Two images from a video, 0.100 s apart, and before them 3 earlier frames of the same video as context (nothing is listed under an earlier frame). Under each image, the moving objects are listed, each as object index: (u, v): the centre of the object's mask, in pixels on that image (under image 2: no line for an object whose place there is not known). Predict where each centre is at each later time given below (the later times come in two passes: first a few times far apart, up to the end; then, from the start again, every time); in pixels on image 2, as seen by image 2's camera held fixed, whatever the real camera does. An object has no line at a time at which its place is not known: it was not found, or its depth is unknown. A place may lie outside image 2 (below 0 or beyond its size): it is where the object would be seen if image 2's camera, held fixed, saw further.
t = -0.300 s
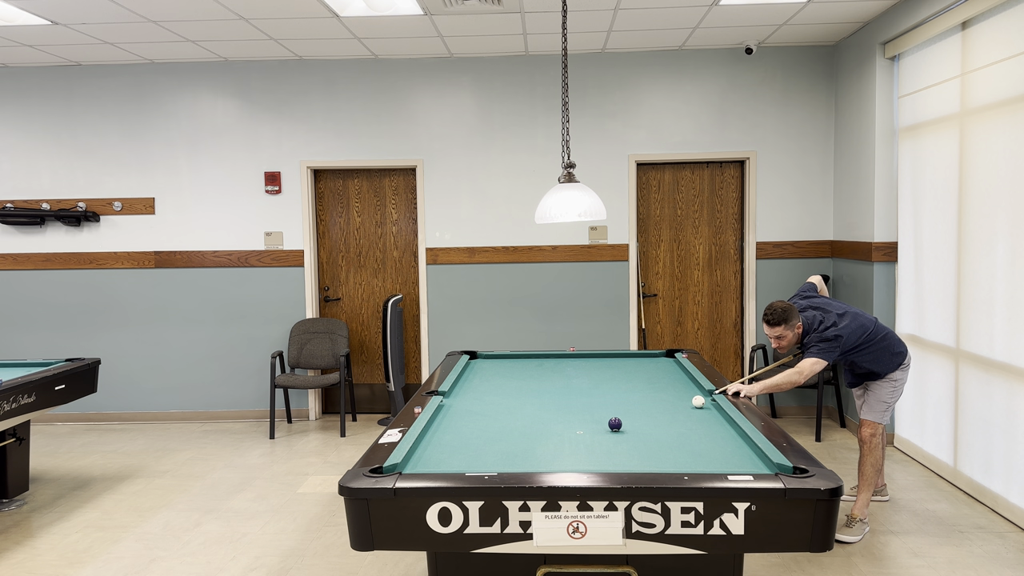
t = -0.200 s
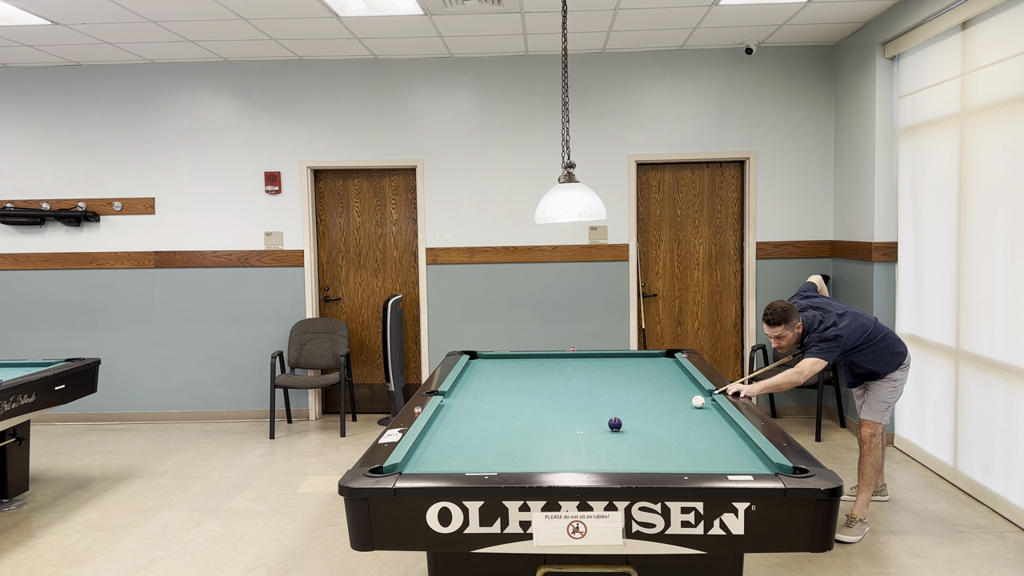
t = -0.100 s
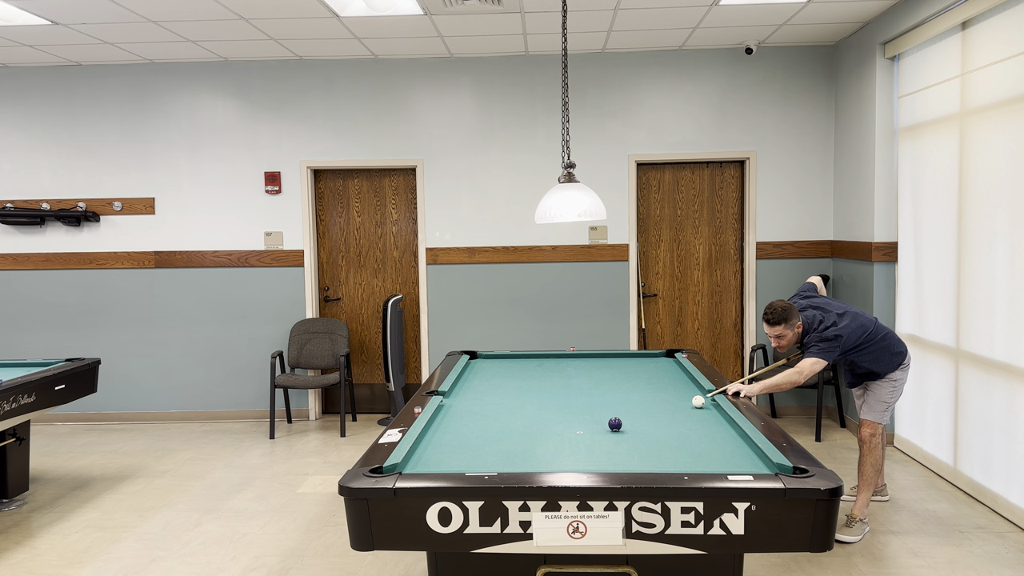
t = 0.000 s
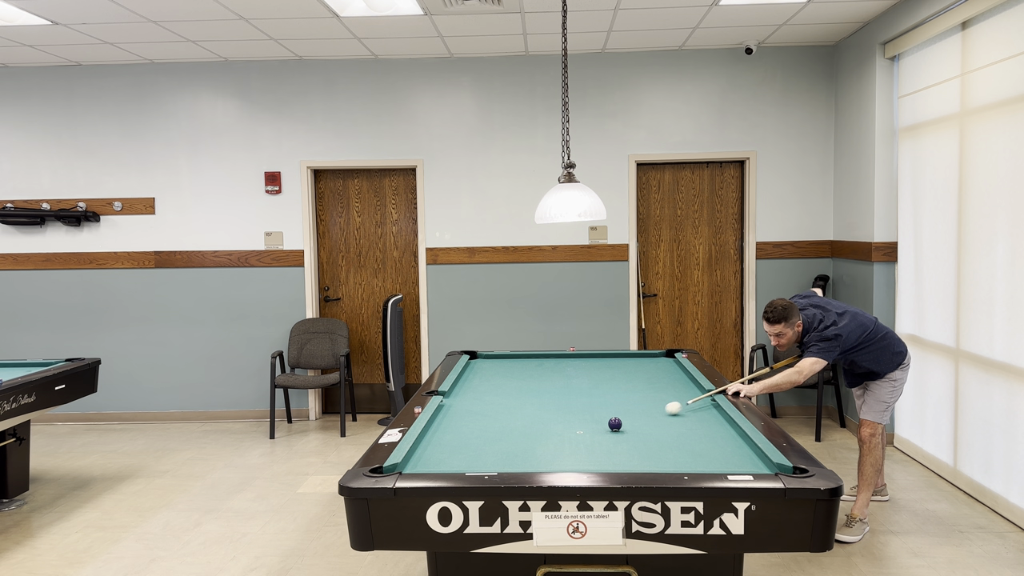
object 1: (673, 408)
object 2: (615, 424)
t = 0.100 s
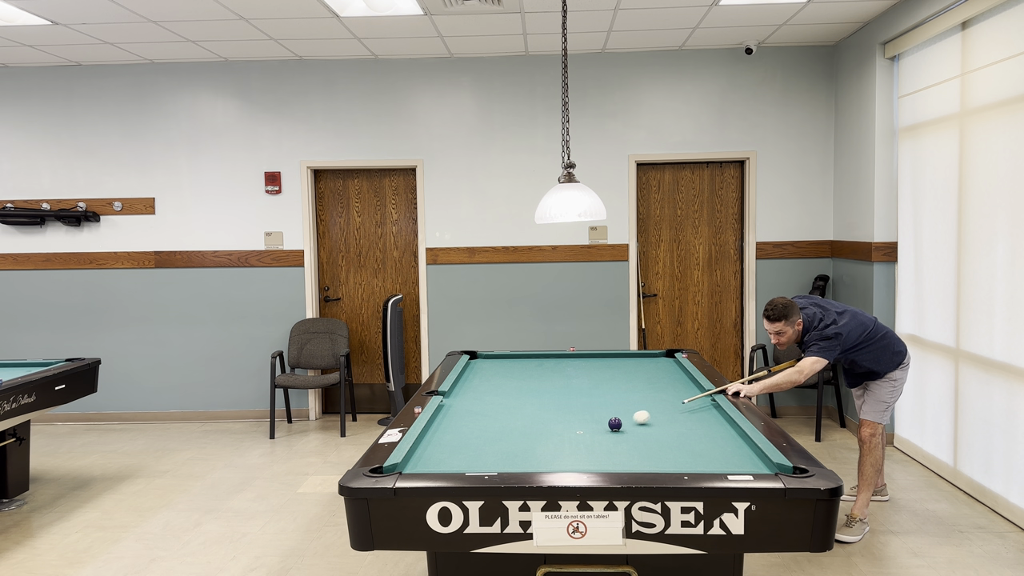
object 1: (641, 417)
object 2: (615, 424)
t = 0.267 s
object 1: (630, 424)
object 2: (571, 432)
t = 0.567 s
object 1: (622, 435)
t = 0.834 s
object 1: (612, 445)
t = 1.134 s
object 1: (600, 458)
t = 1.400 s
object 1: (589, 465)
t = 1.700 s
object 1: (579, 461)
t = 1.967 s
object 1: (571, 456)
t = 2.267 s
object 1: (563, 451)
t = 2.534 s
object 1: (558, 447)
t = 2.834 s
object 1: (552, 443)
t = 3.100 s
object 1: (548, 440)
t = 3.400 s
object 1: (545, 437)
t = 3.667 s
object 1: (542, 436)
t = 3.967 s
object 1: (540, 434)
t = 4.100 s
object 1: (540, 433)
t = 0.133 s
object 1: (631, 420)
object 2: (615, 424)
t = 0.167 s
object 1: (626, 422)
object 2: (608, 425)
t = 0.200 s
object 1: (628, 423)
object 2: (596, 427)
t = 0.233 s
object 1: (629, 423)
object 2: (583, 430)
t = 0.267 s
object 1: (630, 424)
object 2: (571, 432)
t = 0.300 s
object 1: (630, 425)
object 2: (559, 435)
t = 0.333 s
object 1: (630, 426)
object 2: (547, 437)
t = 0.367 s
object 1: (629, 428)
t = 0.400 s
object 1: (628, 429)
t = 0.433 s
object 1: (627, 430)
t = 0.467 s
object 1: (625, 431)
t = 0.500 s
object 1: (624, 432)
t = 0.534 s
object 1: (623, 434)
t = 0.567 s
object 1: (622, 435)
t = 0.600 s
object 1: (621, 436)
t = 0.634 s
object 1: (620, 438)
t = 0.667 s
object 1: (618, 439)
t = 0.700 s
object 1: (617, 440)
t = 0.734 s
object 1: (616, 442)
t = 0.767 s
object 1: (615, 443)
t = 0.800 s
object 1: (613, 444)
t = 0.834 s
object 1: (612, 445)
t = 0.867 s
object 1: (611, 447)
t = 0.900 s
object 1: (610, 448)
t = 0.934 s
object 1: (608, 450)
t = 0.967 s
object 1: (607, 451)
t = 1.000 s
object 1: (606, 452)
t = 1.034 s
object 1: (604, 454)
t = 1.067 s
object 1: (603, 455)
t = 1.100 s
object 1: (601, 457)
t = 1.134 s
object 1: (600, 458)
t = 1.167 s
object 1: (599, 459)
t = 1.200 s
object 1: (597, 460)
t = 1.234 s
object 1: (596, 461)
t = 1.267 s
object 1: (595, 462)
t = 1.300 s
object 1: (593, 463)
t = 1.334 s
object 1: (592, 464)
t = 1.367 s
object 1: (590, 465)
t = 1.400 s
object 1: (589, 465)
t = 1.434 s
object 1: (588, 465)
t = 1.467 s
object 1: (586, 464)
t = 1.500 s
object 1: (585, 464)
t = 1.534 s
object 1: (584, 463)
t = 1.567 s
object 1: (583, 463)
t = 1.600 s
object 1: (582, 462)
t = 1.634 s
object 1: (581, 462)
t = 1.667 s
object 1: (580, 461)
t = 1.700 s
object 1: (579, 461)
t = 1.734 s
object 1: (578, 460)
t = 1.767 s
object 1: (577, 460)
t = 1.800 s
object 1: (576, 459)
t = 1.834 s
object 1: (575, 458)
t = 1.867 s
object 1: (574, 458)
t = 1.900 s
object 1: (573, 457)
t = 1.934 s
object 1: (572, 456)
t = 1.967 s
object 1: (571, 456)
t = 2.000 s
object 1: (570, 455)
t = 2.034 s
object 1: (569, 455)
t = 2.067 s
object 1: (569, 454)
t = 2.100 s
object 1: (568, 453)
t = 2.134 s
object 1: (567, 453)
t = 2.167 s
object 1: (566, 452)
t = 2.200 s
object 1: (565, 452)
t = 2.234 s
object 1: (564, 451)
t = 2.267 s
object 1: (563, 451)
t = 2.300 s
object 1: (563, 450)
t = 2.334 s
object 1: (562, 449)
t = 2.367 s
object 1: (561, 449)
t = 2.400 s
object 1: (561, 449)
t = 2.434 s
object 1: (560, 448)
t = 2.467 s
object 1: (559, 447)
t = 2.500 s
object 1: (558, 447)
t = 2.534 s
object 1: (558, 447)
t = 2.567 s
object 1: (557, 446)
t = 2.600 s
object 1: (557, 446)
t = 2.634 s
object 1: (556, 445)
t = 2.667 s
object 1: (555, 445)
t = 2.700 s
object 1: (555, 444)
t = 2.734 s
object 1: (554, 444)
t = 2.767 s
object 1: (553, 443)
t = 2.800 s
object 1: (553, 443)
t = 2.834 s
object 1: (552, 443)
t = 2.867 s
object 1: (552, 442)
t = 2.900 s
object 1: (551, 442)
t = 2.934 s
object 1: (551, 442)
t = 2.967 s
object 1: (550, 441)
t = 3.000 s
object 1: (550, 441)
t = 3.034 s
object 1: (549, 440)
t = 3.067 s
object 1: (549, 440)
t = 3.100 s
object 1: (548, 440)
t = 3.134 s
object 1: (548, 439)
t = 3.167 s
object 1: (548, 439)
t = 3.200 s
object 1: (547, 439)
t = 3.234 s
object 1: (547, 439)
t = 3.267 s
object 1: (546, 438)
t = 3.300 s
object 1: (546, 438)
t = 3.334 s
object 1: (546, 438)
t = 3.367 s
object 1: (545, 437)
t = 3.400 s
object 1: (545, 437)
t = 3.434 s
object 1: (545, 437)
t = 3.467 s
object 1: (544, 437)
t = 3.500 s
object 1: (544, 436)
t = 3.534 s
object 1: (544, 436)
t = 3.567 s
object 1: (543, 436)
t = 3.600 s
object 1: (543, 436)
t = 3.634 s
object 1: (543, 436)
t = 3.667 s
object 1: (542, 436)
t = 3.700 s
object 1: (542, 435)
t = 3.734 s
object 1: (542, 435)
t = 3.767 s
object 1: (541, 435)
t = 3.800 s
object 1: (541, 435)
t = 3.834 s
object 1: (541, 434)
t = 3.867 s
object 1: (541, 434)
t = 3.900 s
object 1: (541, 434)
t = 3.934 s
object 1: (540, 434)
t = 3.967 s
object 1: (540, 434)
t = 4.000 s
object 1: (540, 434)
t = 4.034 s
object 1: (540, 433)
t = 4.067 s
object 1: (540, 433)
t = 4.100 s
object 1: (540, 433)
